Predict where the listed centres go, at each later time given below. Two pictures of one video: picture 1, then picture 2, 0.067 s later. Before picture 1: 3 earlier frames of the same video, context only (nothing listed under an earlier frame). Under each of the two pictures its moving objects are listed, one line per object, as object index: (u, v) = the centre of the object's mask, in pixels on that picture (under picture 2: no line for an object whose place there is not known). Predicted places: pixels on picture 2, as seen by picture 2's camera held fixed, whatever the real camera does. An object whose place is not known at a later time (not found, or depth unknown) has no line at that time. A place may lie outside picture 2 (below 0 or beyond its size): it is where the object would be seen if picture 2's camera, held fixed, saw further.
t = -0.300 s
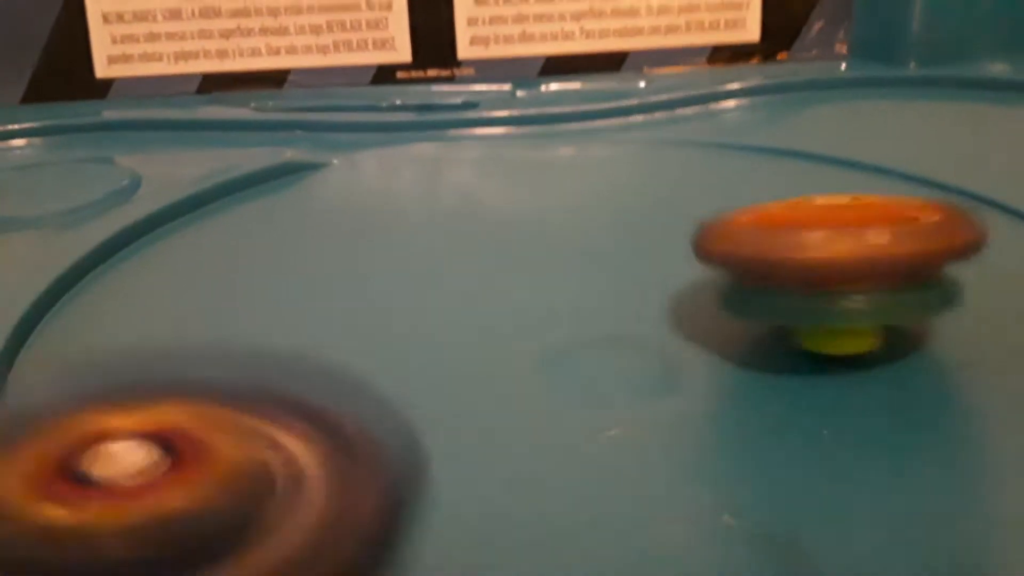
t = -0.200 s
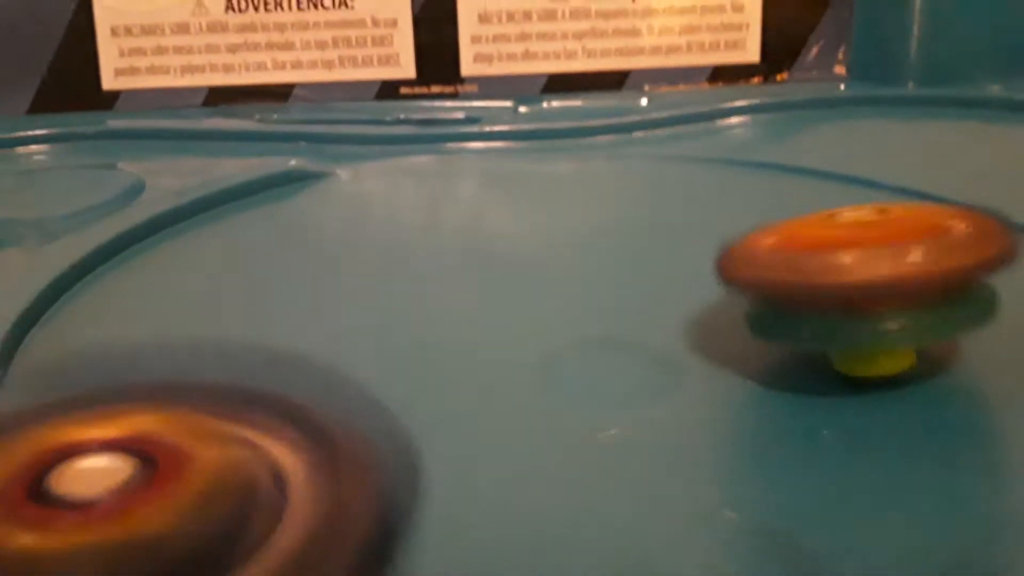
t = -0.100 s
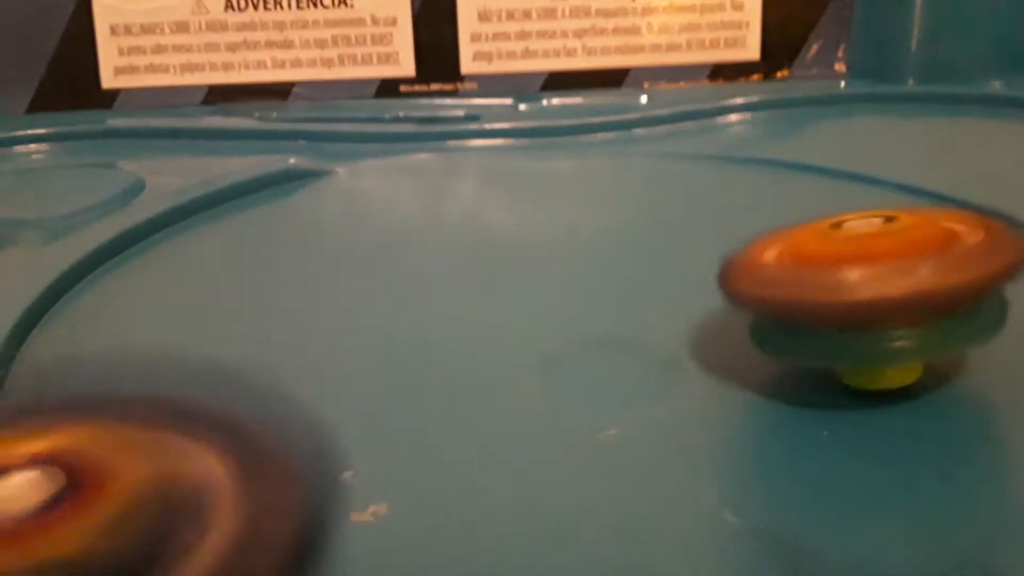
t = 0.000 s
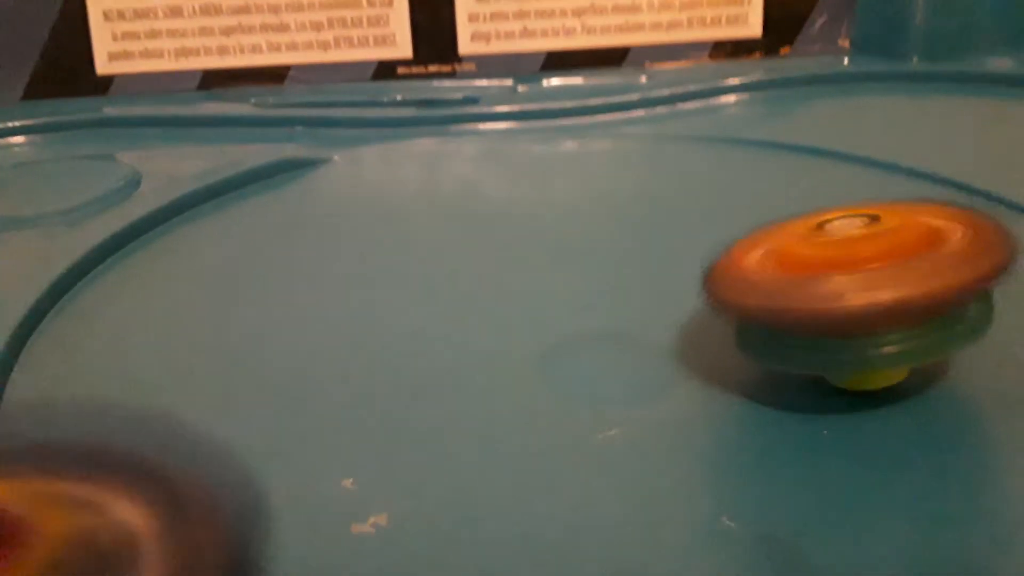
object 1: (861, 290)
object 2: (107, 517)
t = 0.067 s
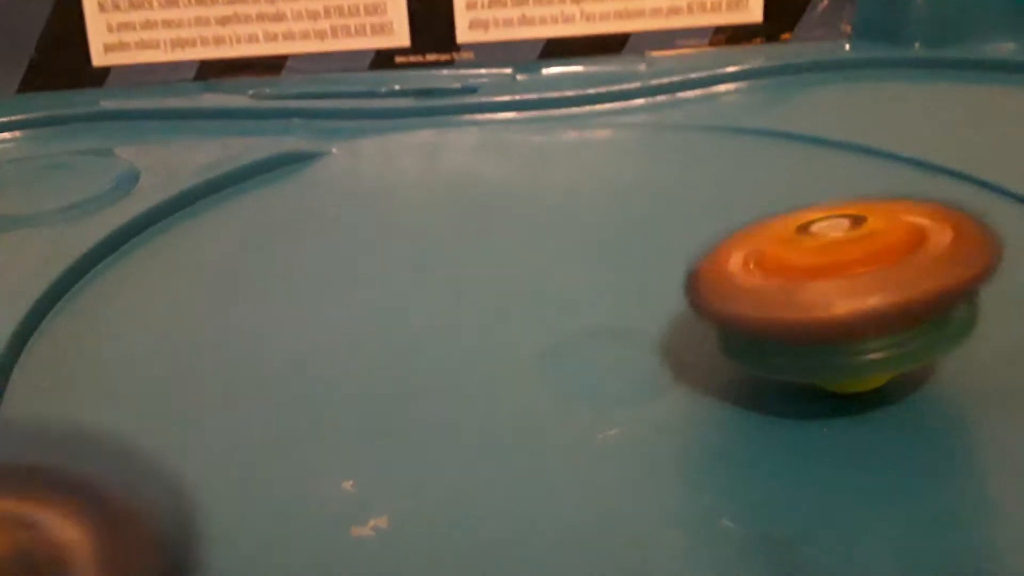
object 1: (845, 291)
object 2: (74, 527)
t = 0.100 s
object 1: (835, 294)
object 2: (65, 527)
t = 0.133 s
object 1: (817, 303)
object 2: (61, 526)
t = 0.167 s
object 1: (802, 308)
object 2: (63, 522)
